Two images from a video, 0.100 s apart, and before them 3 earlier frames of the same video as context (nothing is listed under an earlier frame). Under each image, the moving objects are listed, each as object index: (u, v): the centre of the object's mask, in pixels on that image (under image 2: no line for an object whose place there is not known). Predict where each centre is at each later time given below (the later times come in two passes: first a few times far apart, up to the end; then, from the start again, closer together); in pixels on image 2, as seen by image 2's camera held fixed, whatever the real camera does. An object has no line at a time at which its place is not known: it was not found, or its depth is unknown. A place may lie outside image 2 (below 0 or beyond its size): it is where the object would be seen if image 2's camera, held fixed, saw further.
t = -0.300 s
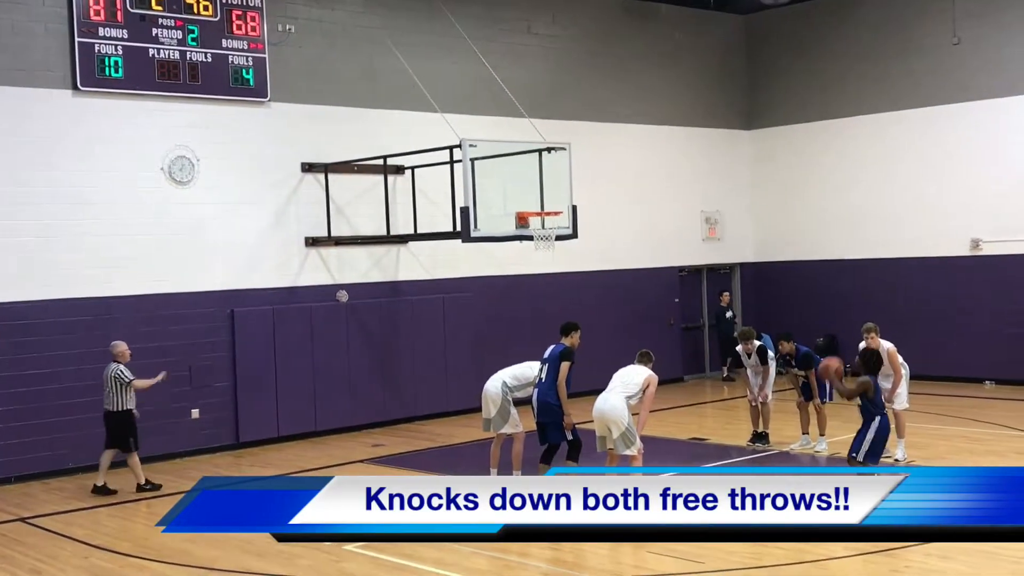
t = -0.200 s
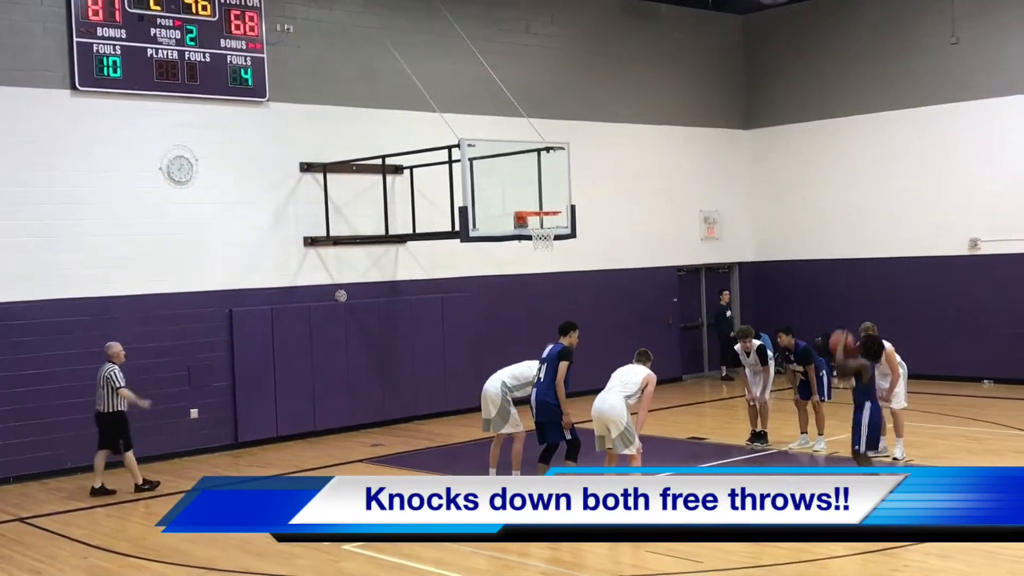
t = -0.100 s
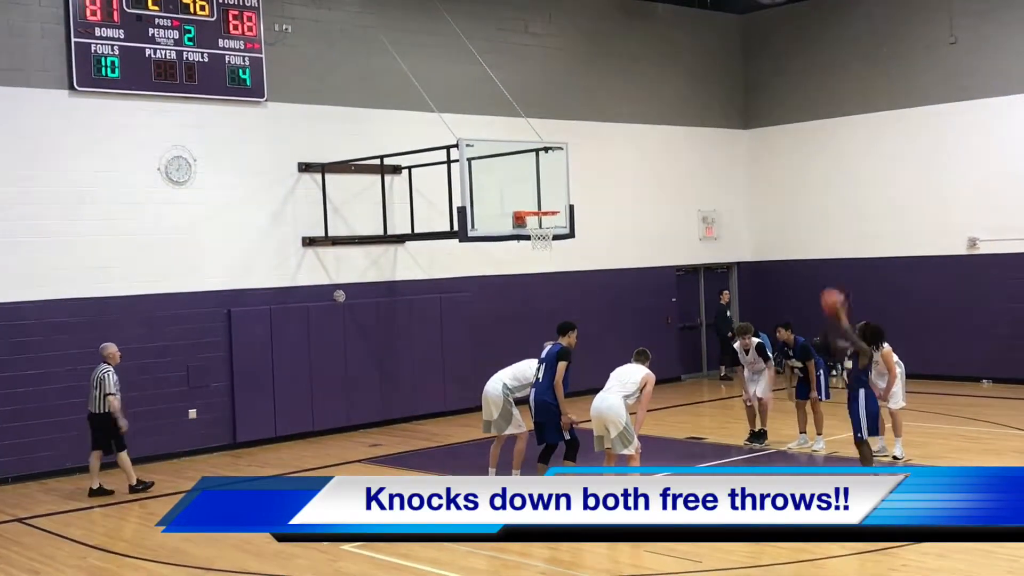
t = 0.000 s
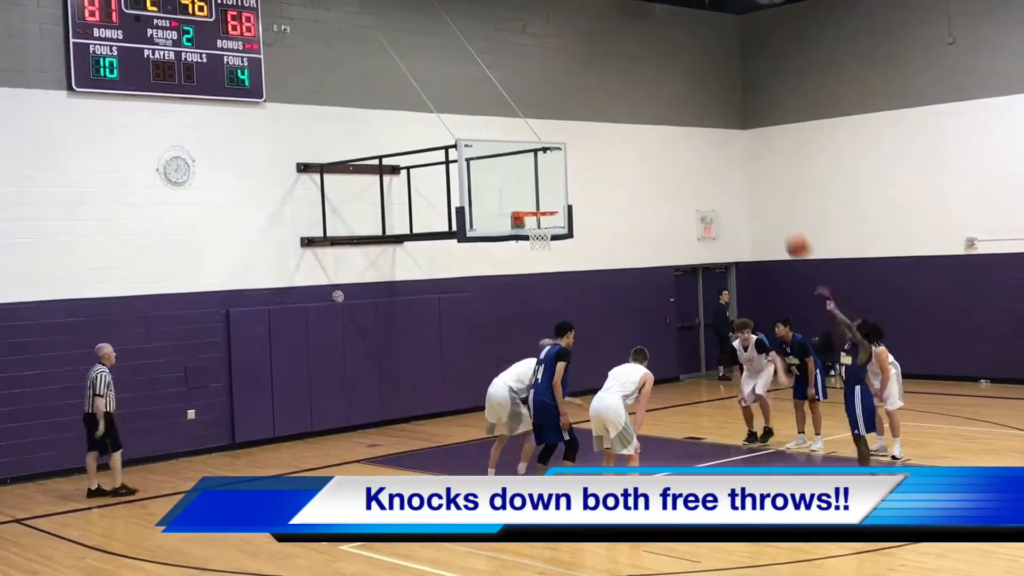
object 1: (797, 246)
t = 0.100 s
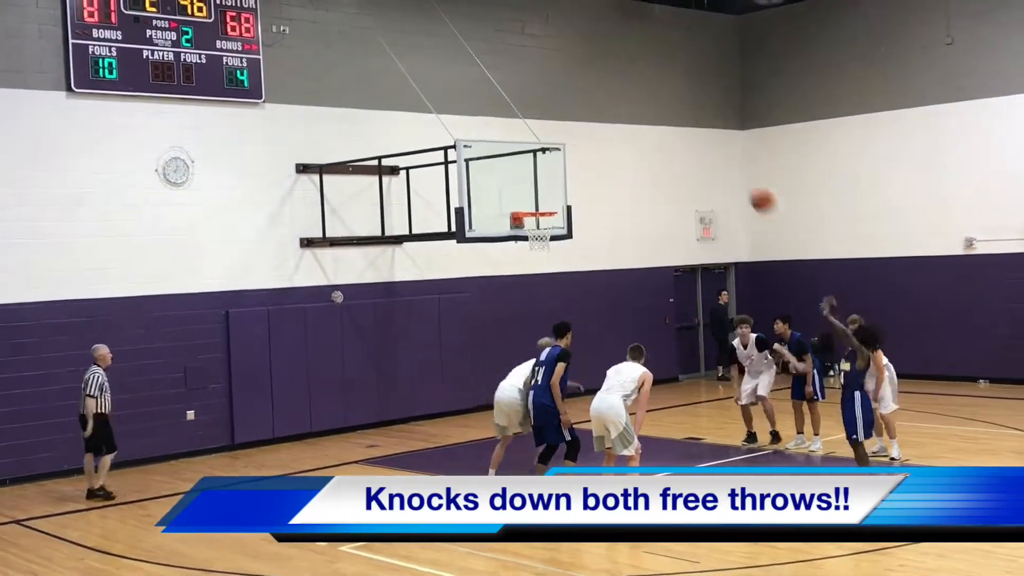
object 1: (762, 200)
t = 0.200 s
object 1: (729, 164)
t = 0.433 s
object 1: (661, 121)
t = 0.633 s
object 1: (611, 124)
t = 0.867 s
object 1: (559, 167)
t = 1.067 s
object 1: (537, 227)
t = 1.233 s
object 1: (557, 281)
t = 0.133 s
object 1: (750, 187)
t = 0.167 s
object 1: (740, 175)
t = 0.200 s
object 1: (729, 164)
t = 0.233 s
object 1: (718, 155)
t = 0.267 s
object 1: (708, 147)
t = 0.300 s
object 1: (698, 140)
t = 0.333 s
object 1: (689, 133)
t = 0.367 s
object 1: (680, 128)
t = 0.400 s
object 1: (670, 124)
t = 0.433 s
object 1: (661, 121)
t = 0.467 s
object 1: (653, 119)
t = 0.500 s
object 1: (645, 119)
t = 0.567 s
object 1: (628, 120)
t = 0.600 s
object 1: (619, 121)
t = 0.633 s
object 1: (611, 124)
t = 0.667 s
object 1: (603, 128)
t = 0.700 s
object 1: (595, 133)
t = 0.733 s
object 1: (587, 138)
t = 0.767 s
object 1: (580, 144)
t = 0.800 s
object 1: (573, 151)
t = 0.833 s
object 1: (567, 158)
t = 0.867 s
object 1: (559, 167)
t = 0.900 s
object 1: (552, 176)
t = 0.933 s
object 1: (546, 186)
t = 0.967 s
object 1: (540, 196)
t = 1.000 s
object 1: (533, 206)
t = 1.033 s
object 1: (533, 221)
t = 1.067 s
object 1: (537, 227)
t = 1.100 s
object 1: (538, 238)
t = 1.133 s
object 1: (547, 250)
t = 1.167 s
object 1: (549, 258)
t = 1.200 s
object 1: (553, 268)
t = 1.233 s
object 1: (557, 281)
